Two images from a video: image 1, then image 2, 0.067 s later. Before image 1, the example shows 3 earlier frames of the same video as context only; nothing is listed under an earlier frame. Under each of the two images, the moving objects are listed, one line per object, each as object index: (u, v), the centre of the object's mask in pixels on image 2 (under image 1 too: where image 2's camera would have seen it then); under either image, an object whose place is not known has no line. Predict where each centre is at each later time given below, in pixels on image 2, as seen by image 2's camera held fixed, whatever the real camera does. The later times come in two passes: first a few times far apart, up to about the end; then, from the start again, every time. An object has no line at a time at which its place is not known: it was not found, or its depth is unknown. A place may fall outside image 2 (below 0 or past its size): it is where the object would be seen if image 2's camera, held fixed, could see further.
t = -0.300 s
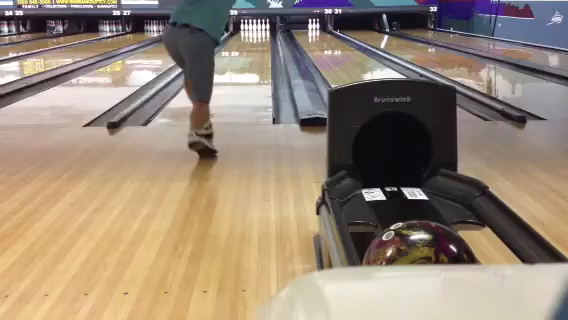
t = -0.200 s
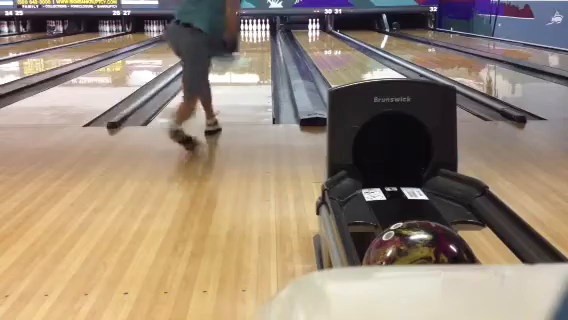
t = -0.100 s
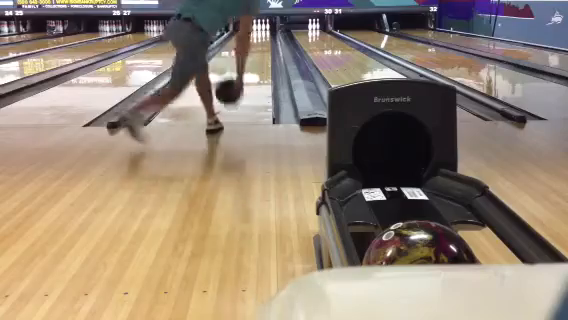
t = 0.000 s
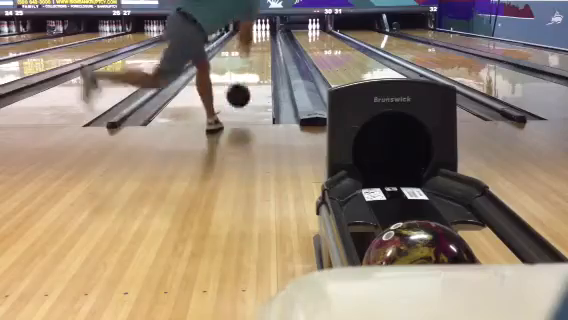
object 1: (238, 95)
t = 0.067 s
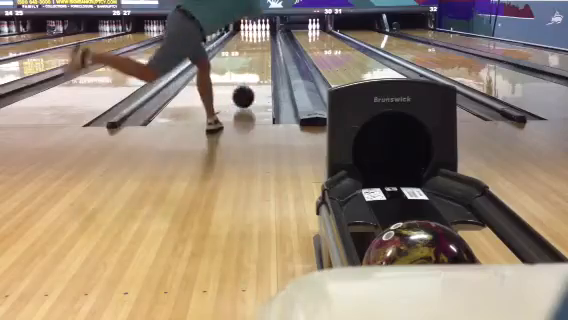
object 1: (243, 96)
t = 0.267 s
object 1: (252, 79)
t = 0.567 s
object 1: (260, 61)
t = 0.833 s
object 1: (264, 52)
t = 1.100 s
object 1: (266, 45)
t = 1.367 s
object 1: (268, 39)
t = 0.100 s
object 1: (245, 93)
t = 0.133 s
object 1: (247, 90)
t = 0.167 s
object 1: (249, 87)
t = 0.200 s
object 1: (250, 84)
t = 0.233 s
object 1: (251, 82)
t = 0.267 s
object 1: (252, 79)
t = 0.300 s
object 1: (254, 76)
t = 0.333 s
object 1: (255, 74)
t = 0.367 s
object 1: (256, 71)
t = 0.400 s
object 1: (257, 69)
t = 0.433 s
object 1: (257, 68)
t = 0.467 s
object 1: (258, 66)
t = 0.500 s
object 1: (259, 65)
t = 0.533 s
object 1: (260, 63)
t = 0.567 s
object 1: (260, 61)
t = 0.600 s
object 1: (261, 60)
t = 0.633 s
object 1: (261, 58)
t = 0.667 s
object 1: (262, 57)
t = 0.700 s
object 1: (263, 56)
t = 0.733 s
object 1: (263, 55)
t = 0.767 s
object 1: (264, 54)
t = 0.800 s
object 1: (264, 52)
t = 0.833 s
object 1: (264, 52)
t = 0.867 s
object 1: (265, 51)
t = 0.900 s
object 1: (265, 50)
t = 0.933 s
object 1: (266, 48)
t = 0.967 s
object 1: (266, 47)
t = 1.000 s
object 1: (266, 46)
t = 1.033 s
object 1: (266, 46)
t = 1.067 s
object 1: (266, 45)
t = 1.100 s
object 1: (266, 45)
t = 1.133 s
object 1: (266, 44)
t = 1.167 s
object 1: (267, 44)
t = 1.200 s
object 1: (267, 43)
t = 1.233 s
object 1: (267, 42)
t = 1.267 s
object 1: (267, 41)
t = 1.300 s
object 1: (267, 40)
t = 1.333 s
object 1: (268, 39)
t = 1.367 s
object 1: (268, 39)
